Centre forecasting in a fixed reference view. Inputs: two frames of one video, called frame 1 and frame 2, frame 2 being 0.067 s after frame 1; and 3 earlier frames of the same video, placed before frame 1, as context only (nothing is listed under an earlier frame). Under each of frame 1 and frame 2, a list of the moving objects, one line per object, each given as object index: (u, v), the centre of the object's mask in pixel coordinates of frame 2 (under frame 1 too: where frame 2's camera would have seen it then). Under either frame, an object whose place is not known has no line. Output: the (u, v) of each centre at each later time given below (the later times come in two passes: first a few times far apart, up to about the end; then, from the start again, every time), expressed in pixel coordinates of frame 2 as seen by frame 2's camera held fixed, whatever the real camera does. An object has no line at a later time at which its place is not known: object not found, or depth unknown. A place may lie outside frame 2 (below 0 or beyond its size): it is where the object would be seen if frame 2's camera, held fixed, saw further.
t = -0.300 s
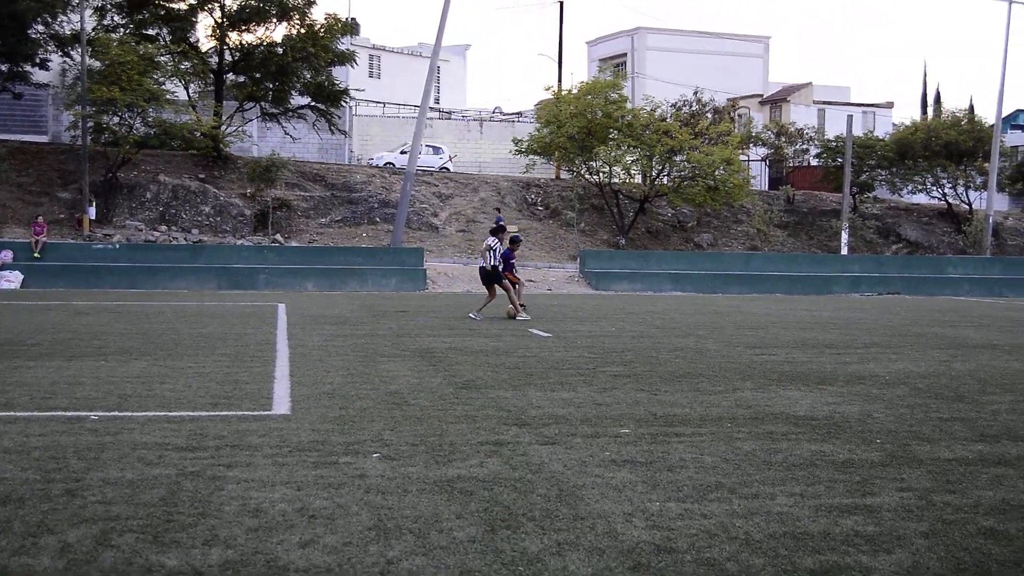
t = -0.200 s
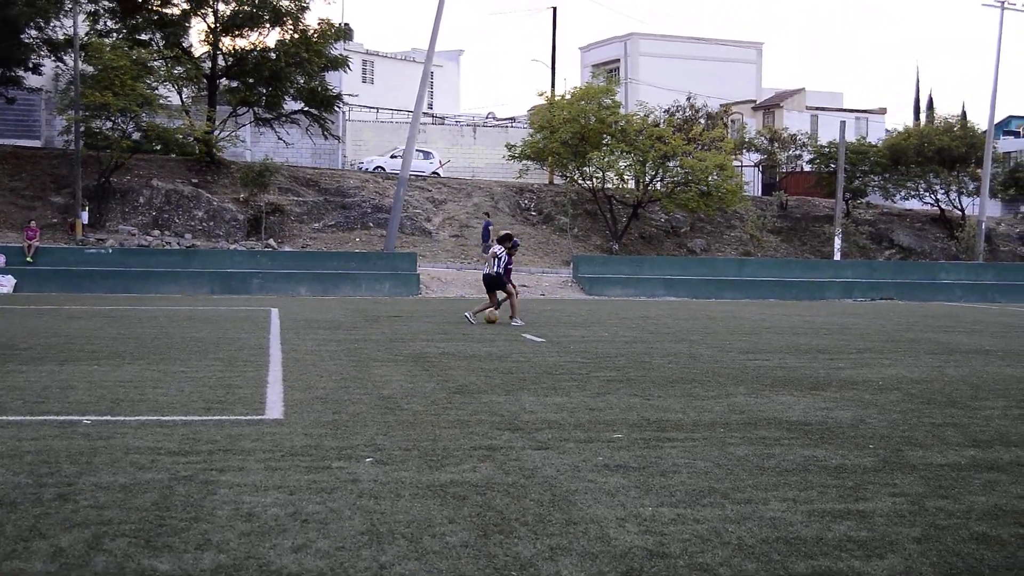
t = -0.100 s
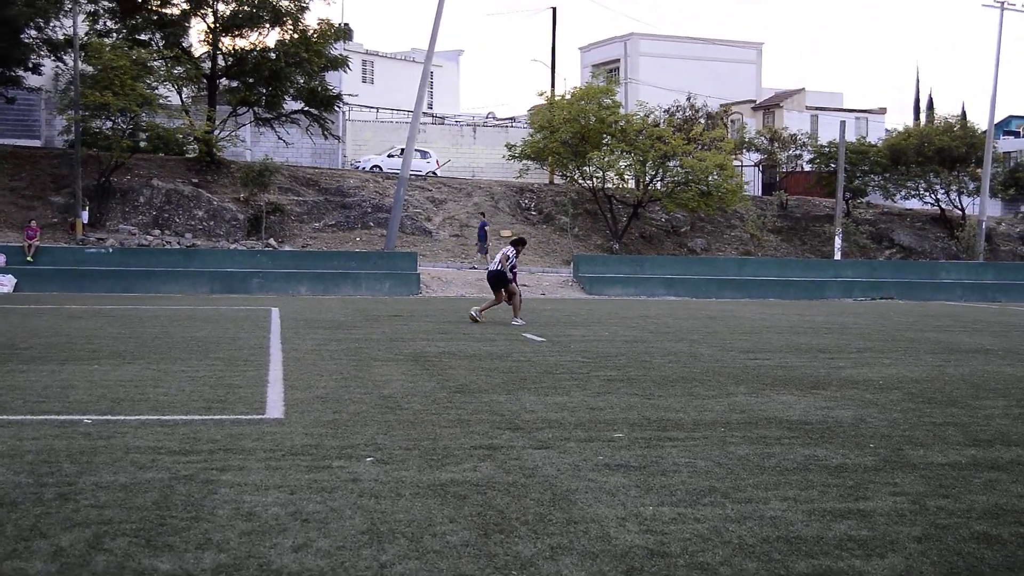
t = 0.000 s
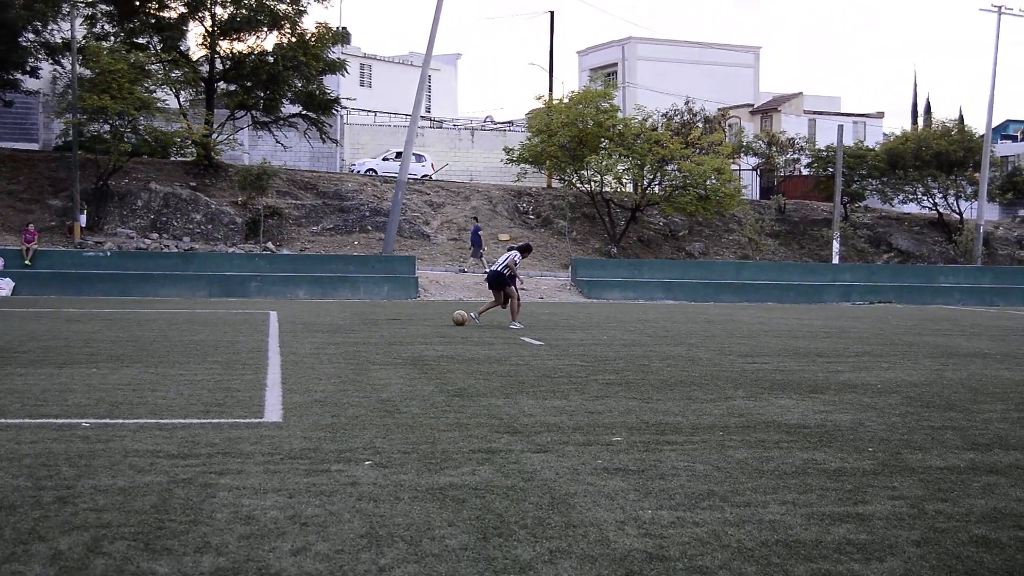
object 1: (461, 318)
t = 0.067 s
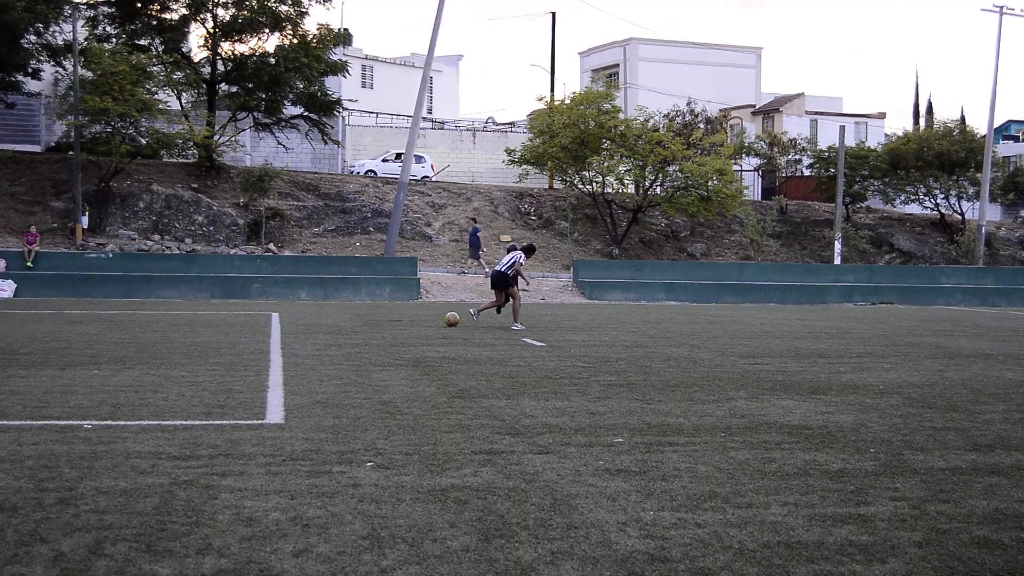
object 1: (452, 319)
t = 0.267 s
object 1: (425, 312)
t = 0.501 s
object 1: (397, 312)
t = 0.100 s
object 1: (447, 319)
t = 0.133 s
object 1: (443, 319)
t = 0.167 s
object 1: (439, 318)
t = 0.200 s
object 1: (435, 314)
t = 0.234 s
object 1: (429, 313)
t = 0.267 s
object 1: (425, 312)
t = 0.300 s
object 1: (420, 313)
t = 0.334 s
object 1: (416, 313)
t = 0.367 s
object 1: (412, 311)
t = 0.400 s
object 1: (408, 311)
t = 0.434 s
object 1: (406, 311)
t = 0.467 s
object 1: (399, 312)
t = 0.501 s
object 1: (397, 312)
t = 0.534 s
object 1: (392, 311)
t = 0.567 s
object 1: (388, 311)
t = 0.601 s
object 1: (385, 310)
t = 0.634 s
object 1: (380, 308)
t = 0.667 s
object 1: (378, 307)
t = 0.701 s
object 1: (376, 308)
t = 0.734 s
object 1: (372, 309)
